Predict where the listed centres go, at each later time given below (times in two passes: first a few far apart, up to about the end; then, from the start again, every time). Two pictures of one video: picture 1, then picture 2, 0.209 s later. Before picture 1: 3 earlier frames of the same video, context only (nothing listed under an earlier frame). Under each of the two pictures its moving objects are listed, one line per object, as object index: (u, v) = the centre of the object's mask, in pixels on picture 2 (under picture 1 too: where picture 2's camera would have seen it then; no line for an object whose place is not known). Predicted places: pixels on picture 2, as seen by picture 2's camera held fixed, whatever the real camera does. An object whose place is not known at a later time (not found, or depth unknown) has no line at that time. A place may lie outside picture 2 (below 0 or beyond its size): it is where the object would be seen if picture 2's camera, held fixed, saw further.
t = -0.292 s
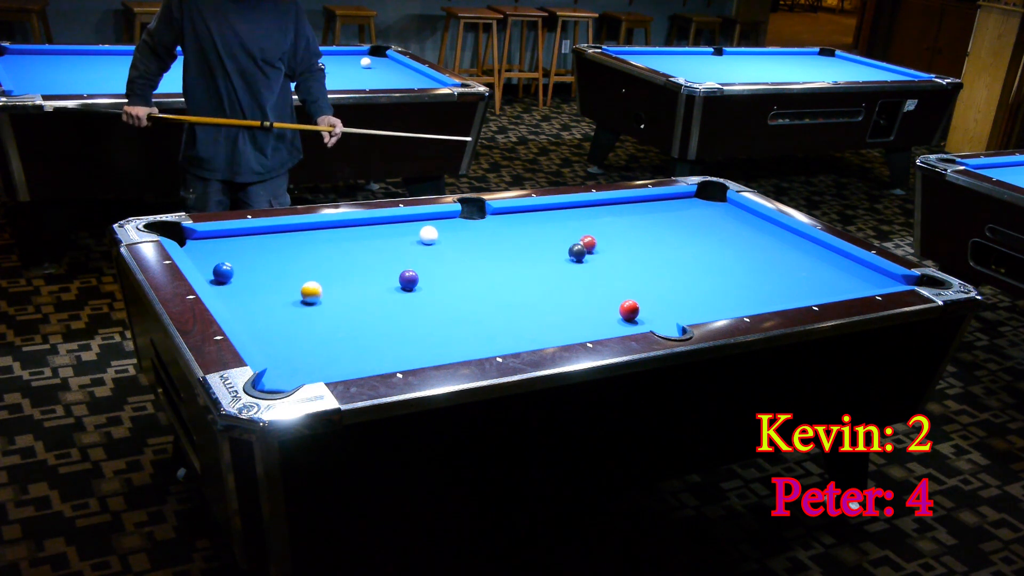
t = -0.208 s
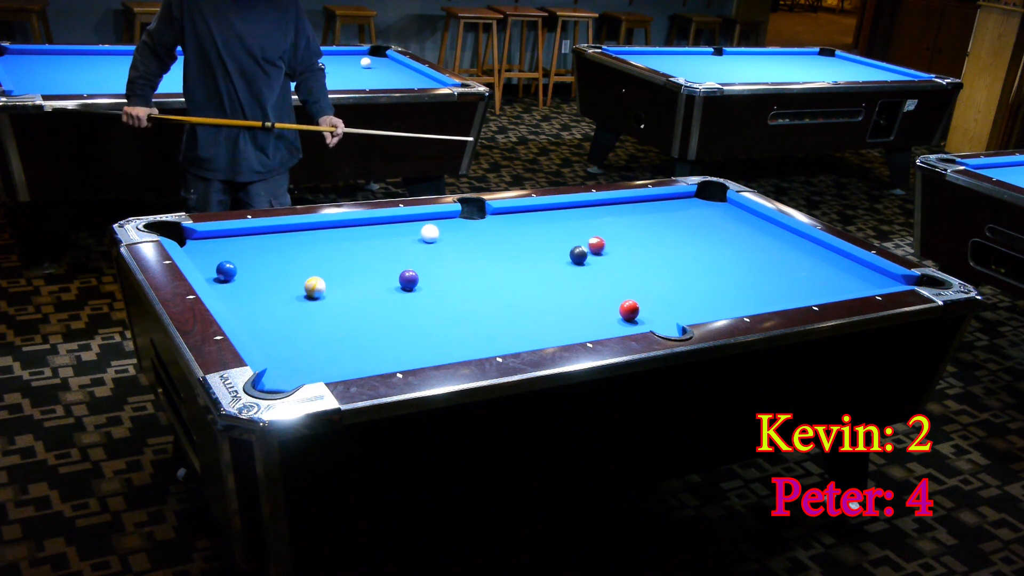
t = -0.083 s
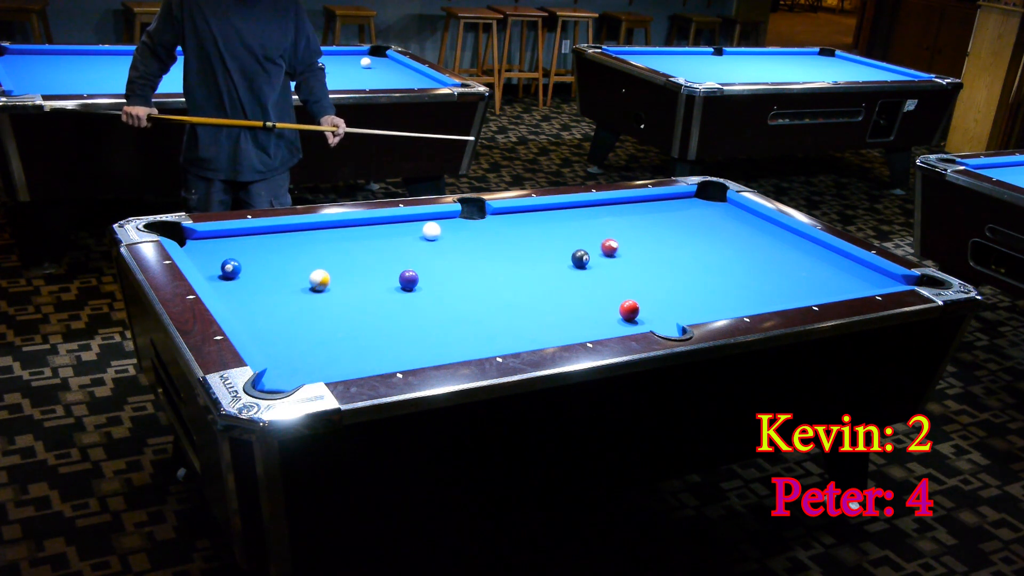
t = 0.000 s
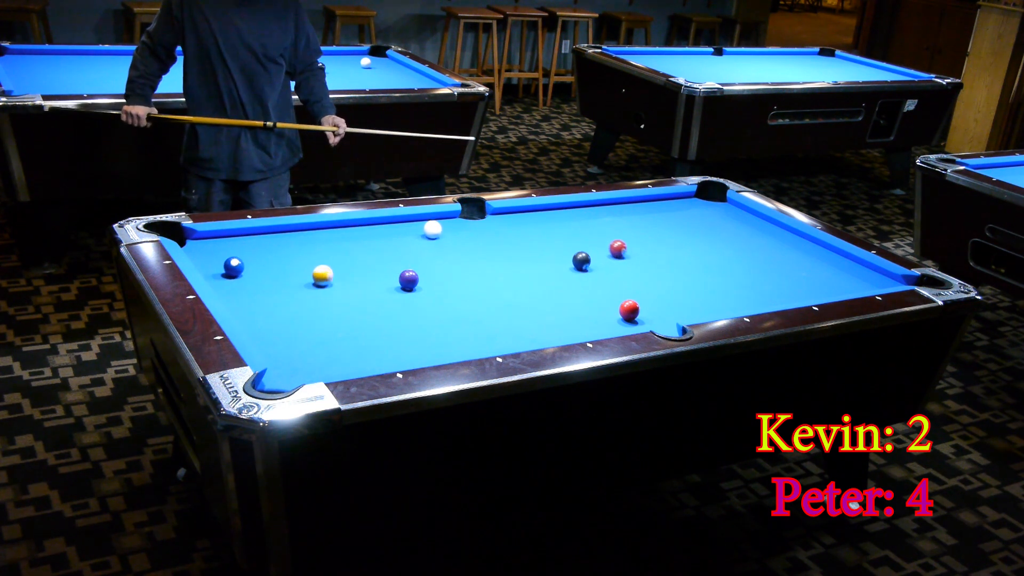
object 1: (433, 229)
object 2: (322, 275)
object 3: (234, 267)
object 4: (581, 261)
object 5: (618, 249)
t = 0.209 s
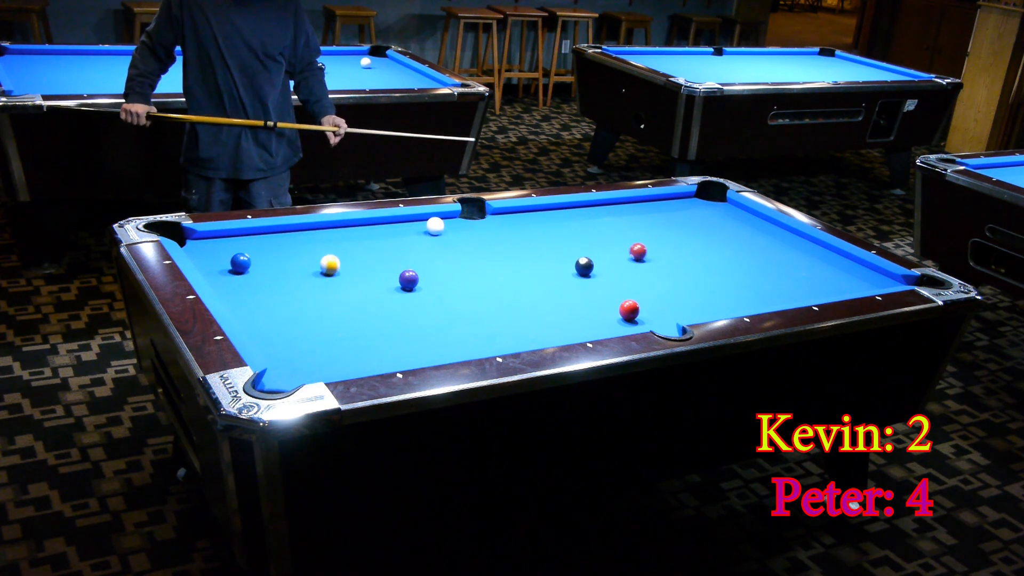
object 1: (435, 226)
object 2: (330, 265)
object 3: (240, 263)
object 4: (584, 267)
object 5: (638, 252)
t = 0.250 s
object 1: (436, 225)
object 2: (331, 263)
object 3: (241, 262)
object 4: (585, 268)
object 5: (642, 253)
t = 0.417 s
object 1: (437, 223)
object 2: (337, 255)
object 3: (246, 260)
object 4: (587, 272)
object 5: (656, 255)
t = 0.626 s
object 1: (439, 220)
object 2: (343, 246)
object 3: (251, 256)
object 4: (589, 277)
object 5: (674, 258)
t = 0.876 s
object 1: (441, 217)
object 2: (350, 237)
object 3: (257, 254)
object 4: (592, 282)
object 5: (693, 261)
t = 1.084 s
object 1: (443, 217)
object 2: (355, 229)
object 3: (261, 251)
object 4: (594, 286)
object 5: (707, 263)
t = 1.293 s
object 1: (446, 217)
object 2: (361, 223)
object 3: (264, 249)
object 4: (596, 290)
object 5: (721, 266)
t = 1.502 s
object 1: (447, 217)
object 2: (372, 225)
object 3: (267, 248)
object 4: (598, 293)
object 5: (732, 268)
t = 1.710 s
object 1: (448, 217)
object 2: (382, 227)
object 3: (269, 247)
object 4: (599, 296)
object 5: (742, 269)
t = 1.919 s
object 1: (448, 217)
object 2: (391, 229)
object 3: (273, 246)
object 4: (601, 298)
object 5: (751, 271)
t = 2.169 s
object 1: (448, 217)
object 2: (401, 231)
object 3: (275, 247)
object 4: (602, 300)
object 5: (759, 273)
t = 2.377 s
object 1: (448, 217)
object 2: (408, 232)
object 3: (276, 247)
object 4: (602, 301)
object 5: (765, 274)
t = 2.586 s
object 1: (448, 217)
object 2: (414, 233)
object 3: (277, 247)
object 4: (601, 302)
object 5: (769, 274)
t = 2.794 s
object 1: (448, 217)
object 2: (419, 234)
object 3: (277, 247)
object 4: (601, 302)
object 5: (772, 275)
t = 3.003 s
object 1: (448, 217)
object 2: (422, 235)
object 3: (277, 247)
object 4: (602, 301)
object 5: (773, 276)
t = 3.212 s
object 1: (448, 217)
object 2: (424, 235)
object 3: (277, 247)
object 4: (601, 301)
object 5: (773, 275)
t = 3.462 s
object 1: (448, 217)
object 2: (425, 235)
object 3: (277, 247)
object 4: (601, 301)
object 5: (772, 275)
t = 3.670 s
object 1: (448, 217)
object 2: (425, 234)
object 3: (277, 247)
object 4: (601, 301)
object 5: (772, 275)
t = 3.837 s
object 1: (448, 217)
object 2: (425, 234)
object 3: (277, 247)
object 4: (601, 301)
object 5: (772, 275)
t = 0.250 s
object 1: (436, 225)
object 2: (331, 263)
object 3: (241, 262)
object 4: (585, 268)
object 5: (642, 253)
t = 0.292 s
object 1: (436, 225)
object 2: (332, 261)
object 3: (243, 261)
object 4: (585, 269)
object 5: (645, 253)
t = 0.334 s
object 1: (437, 224)
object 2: (334, 259)
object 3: (244, 261)
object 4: (586, 270)
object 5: (649, 254)
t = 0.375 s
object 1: (437, 223)
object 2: (335, 257)
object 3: (245, 260)
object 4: (586, 271)
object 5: (653, 255)
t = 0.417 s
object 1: (437, 223)
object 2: (337, 255)
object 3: (246, 260)
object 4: (587, 272)
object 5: (656, 255)
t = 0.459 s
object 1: (438, 222)
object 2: (338, 253)
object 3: (247, 259)
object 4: (587, 273)
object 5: (660, 256)
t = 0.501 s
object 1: (438, 222)
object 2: (339, 252)
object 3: (248, 258)
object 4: (588, 274)
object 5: (664, 256)
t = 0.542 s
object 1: (439, 221)
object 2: (341, 250)
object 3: (249, 258)
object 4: (588, 275)
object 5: (667, 257)
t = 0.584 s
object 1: (439, 221)
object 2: (341, 248)
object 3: (250, 257)
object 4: (589, 276)
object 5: (670, 257)
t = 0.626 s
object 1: (439, 220)
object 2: (343, 246)
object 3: (251, 256)
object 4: (589, 277)
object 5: (674, 258)
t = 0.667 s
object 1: (439, 219)
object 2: (344, 244)
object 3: (252, 256)
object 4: (590, 278)
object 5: (677, 258)
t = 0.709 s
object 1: (440, 219)
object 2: (345, 243)
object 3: (253, 256)
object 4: (590, 278)
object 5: (680, 259)
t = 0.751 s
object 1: (440, 218)
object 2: (346, 241)
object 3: (254, 255)
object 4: (591, 279)
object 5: (684, 259)
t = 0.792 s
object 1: (440, 218)
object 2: (347, 240)
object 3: (255, 255)
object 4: (591, 280)
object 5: (687, 260)
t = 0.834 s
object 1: (441, 218)
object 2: (349, 238)
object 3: (256, 254)
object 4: (592, 281)
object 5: (690, 260)
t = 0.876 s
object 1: (441, 217)
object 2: (350, 237)
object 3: (257, 254)
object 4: (592, 282)
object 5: (693, 261)
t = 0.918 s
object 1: (441, 217)
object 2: (351, 235)
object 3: (258, 253)
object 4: (593, 283)
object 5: (696, 261)
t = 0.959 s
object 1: (441, 216)
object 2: (352, 234)
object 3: (258, 253)
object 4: (593, 284)
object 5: (699, 262)
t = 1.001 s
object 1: (442, 216)
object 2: (353, 232)
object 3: (259, 252)
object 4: (593, 284)
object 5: (702, 262)
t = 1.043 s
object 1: (442, 216)
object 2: (354, 231)
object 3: (260, 252)
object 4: (594, 285)
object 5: (705, 263)
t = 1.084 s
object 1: (443, 217)
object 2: (355, 229)
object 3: (261, 251)
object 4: (594, 286)
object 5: (707, 263)
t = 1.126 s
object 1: (444, 217)
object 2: (356, 228)
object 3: (261, 251)
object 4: (595, 287)
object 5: (710, 264)
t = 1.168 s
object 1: (444, 217)
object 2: (357, 227)
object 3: (262, 250)
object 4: (595, 287)
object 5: (713, 264)
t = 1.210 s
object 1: (445, 217)
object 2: (358, 225)
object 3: (263, 250)
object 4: (596, 288)
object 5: (715, 265)
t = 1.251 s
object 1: (445, 217)
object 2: (359, 224)
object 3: (263, 250)
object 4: (596, 289)
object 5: (718, 265)
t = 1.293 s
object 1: (446, 217)
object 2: (361, 223)
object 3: (264, 249)
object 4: (596, 290)
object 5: (721, 266)
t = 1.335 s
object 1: (446, 217)
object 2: (363, 224)
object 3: (264, 249)
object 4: (597, 290)
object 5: (723, 266)
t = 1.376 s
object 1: (446, 217)
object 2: (365, 224)
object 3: (265, 249)
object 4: (597, 291)
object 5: (725, 266)
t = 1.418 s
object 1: (447, 217)
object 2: (368, 224)
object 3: (265, 248)
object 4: (597, 292)
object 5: (728, 267)
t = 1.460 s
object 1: (447, 217)
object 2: (370, 225)
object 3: (266, 248)
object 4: (598, 292)
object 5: (730, 267)
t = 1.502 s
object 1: (447, 217)
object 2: (372, 225)
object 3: (267, 248)
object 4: (598, 293)
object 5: (732, 268)
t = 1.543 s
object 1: (447, 217)
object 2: (374, 226)
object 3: (267, 248)
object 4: (598, 293)
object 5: (734, 268)
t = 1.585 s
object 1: (447, 217)
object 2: (376, 226)
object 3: (268, 247)
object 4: (599, 294)
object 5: (736, 268)
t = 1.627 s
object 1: (447, 217)
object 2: (378, 227)
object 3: (268, 247)
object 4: (599, 294)
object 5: (738, 269)
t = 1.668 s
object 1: (447, 218)
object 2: (380, 227)
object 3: (269, 247)
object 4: (599, 295)
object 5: (740, 269)
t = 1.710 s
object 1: (448, 217)
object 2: (382, 227)
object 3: (269, 247)
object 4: (599, 296)
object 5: (742, 269)
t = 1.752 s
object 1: (448, 217)
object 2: (384, 228)
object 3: (270, 246)
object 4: (600, 296)
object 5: (744, 270)
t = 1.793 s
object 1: (448, 217)
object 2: (386, 228)
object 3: (271, 246)
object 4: (600, 297)
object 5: (746, 270)
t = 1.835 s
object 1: (448, 217)
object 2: (387, 228)
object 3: (271, 246)
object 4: (601, 297)
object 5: (748, 270)
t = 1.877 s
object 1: (448, 217)
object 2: (389, 229)
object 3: (272, 246)
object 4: (601, 298)
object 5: (749, 271)
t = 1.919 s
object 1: (448, 217)
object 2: (391, 229)
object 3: (273, 246)
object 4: (601, 298)
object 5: (751, 271)
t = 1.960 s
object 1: (448, 218)
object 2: (393, 229)
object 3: (273, 246)
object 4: (601, 299)
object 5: (753, 271)
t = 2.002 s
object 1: (448, 217)
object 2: (394, 230)
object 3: (273, 247)
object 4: (601, 299)
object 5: (754, 272)
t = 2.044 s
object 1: (448, 217)
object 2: (396, 230)
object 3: (274, 247)
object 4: (602, 299)
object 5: (755, 272)
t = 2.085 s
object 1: (448, 217)
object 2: (398, 230)
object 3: (274, 247)
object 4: (602, 300)
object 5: (757, 272)
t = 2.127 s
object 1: (448, 217)
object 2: (399, 231)
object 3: (275, 247)
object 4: (602, 300)
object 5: (758, 272)
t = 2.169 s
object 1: (448, 217)
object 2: (401, 231)
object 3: (275, 247)
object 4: (602, 300)
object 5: (759, 273)
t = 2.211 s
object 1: (448, 217)
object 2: (402, 231)
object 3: (275, 247)
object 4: (602, 300)
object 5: (761, 273)
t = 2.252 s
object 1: (448, 217)
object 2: (404, 231)
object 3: (276, 247)
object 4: (602, 301)
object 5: (762, 273)
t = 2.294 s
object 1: (448, 217)
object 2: (405, 232)
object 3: (276, 247)
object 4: (602, 301)
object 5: (763, 273)
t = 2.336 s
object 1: (448, 217)
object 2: (407, 232)
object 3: (276, 247)
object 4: (602, 301)
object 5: (764, 273)
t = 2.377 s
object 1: (448, 217)
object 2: (408, 232)
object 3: (276, 247)
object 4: (602, 301)
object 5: (765, 274)
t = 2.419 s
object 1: (448, 217)
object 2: (409, 232)
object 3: (277, 247)
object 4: (602, 301)
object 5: (766, 274)
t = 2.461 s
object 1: (448, 217)
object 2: (410, 232)
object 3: (277, 247)
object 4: (602, 302)
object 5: (767, 274)
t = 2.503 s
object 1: (448, 217)
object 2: (412, 233)
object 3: (277, 247)
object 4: (602, 302)
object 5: (768, 274)
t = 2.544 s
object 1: (448, 217)
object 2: (413, 233)
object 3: (277, 247)
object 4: (601, 302)
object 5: (769, 274)
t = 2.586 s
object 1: (448, 217)
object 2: (414, 233)
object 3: (277, 247)
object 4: (601, 302)
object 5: (769, 274)
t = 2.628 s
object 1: (448, 217)
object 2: (415, 233)
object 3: (277, 247)
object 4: (601, 302)
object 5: (770, 274)
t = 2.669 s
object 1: (448, 217)
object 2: (416, 233)
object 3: (277, 247)
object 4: (601, 302)
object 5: (770, 275)
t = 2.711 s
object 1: (448, 217)
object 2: (417, 234)
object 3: (277, 247)
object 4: (601, 302)
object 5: (771, 275)
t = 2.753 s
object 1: (448, 217)
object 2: (418, 234)
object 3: (277, 247)
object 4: (601, 302)
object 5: (771, 275)
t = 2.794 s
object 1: (448, 217)
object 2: (419, 234)
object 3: (277, 247)
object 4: (601, 302)
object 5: (772, 275)
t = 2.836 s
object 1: (448, 217)
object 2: (419, 234)
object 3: (277, 247)
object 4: (601, 302)
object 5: (772, 275)
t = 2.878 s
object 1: (448, 217)
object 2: (420, 234)
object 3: (277, 247)
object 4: (601, 302)
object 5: (772, 275)
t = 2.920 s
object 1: (448, 217)
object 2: (421, 234)
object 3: (277, 247)
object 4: (602, 302)
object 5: (773, 275)
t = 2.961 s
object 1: (448, 217)
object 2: (422, 234)
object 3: (277, 247)
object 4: (602, 301)
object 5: (773, 276)
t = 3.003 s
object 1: (448, 217)
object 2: (422, 235)
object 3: (277, 247)
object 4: (602, 301)
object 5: (773, 276)
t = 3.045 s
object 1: (448, 217)
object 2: (423, 235)
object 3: (277, 247)
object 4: (601, 301)
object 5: (773, 276)
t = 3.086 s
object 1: (448, 217)
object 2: (423, 235)
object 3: (277, 247)
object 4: (601, 301)
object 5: (773, 276)
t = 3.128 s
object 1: (448, 217)
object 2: (424, 235)
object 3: (277, 247)
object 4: (601, 301)
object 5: (773, 275)
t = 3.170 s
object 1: (448, 217)
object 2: (424, 235)
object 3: (277, 247)
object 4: (601, 301)
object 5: (773, 275)
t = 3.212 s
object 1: (448, 217)
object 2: (424, 235)
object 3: (277, 247)
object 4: (601, 301)
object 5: (773, 275)
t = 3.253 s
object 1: (448, 217)
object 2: (424, 235)
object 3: (277, 247)
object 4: (601, 301)
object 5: (773, 275)
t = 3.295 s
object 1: (448, 217)
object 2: (425, 235)
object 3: (277, 247)
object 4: (601, 301)
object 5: (773, 275)
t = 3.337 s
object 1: (448, 217)
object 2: (425, 235)
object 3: (277, 247)
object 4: (601, 301)
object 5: (772, 275)
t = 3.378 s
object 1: (448, 217)
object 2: (425, 235)
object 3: (277, 247)
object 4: (601, 301)
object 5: (772, 275)
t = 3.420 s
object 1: (448, 217)
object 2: (425, 235)
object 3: (277, 247)
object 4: (601, 301)
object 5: (772, 275)
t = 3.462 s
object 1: (448, 217)
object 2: (425, 235)
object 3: (277, 247)
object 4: (601, 301)
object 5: (772, 275)
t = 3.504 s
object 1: (448, 217)
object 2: (425, 235)
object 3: (277, 247)
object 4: (601, 301)
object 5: (772, 275)
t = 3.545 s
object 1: (448, 217)
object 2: (425, 235)
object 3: (277, 247)
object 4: (601, 301)
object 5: (772, 275)
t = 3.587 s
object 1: (448, 217)
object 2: (425, 235)
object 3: (277, 247)
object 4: (601, 301)
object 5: (772, 275)
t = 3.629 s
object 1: (448, 217)
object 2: (425, 235)
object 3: (277, 247)
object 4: (601, 301)
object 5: (772, 275)
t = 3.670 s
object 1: (448, 217)
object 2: (425, 234)
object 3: (277, 247)
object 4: (601, 301)
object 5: (772, 275)
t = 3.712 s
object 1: (448, 217)
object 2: (425, 234)
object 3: (277, 247)
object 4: (601, 301)
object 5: (772, 275)
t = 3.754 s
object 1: (448, 217)
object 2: (425, 234)
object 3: (277, 247)
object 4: (601, 301)
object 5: (772, 275)
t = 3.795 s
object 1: (448, 217)
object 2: (425, 234)
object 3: (277, 247)
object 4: (601, 301)
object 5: (772, 275)
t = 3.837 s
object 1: (448, 217)
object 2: (425, 234)
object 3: (277, 247)
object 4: (601, 301)
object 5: (772, 275)
